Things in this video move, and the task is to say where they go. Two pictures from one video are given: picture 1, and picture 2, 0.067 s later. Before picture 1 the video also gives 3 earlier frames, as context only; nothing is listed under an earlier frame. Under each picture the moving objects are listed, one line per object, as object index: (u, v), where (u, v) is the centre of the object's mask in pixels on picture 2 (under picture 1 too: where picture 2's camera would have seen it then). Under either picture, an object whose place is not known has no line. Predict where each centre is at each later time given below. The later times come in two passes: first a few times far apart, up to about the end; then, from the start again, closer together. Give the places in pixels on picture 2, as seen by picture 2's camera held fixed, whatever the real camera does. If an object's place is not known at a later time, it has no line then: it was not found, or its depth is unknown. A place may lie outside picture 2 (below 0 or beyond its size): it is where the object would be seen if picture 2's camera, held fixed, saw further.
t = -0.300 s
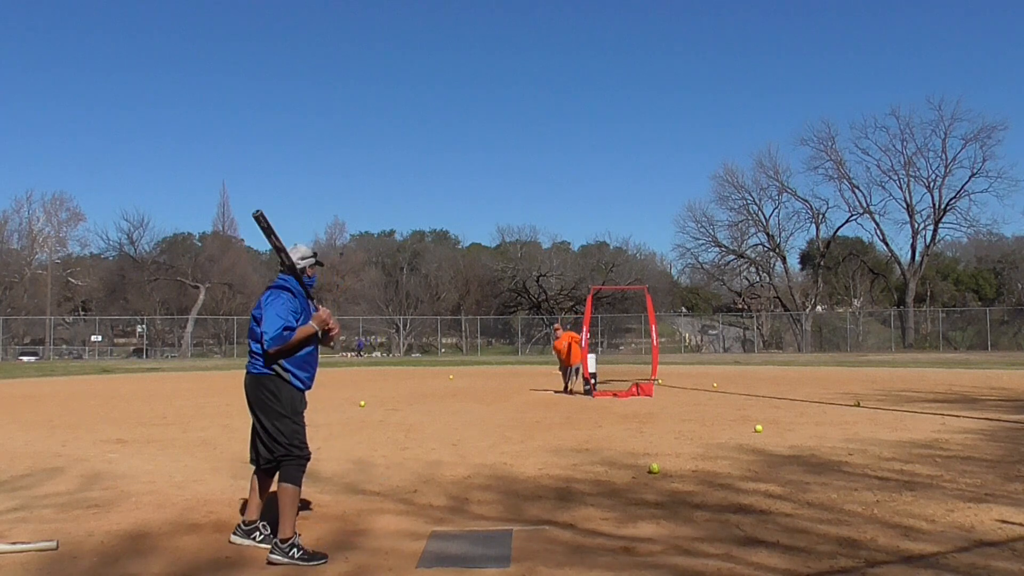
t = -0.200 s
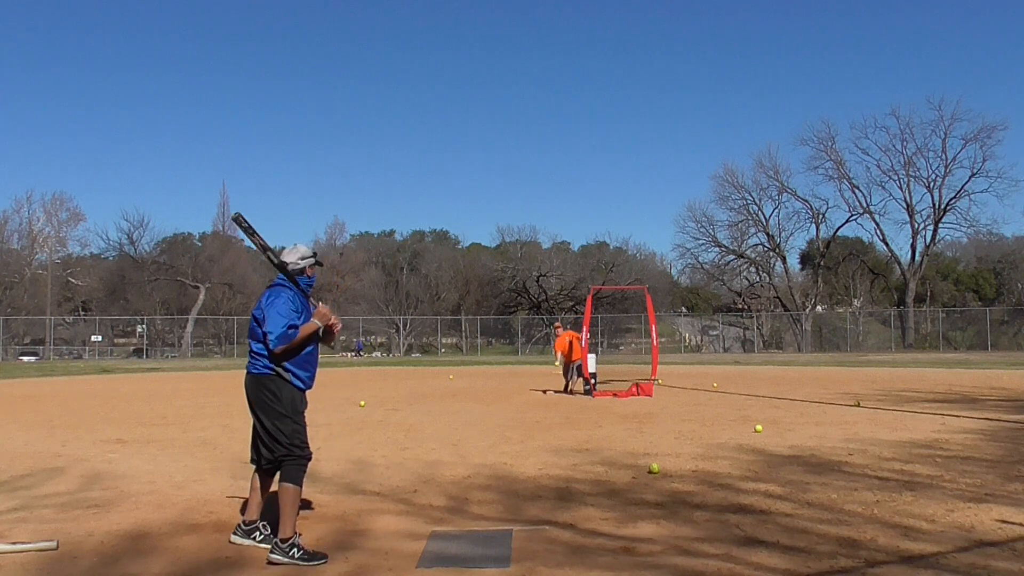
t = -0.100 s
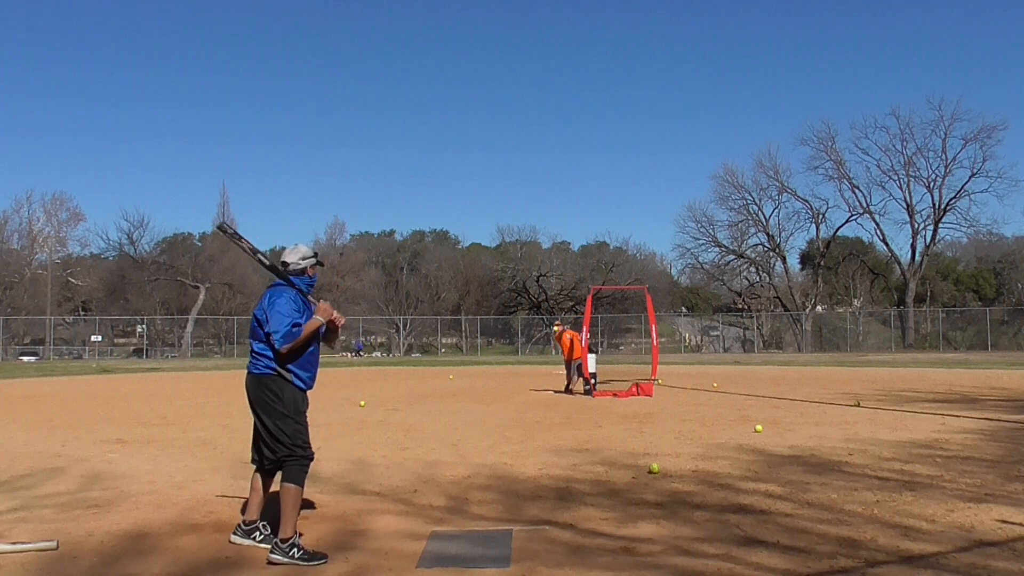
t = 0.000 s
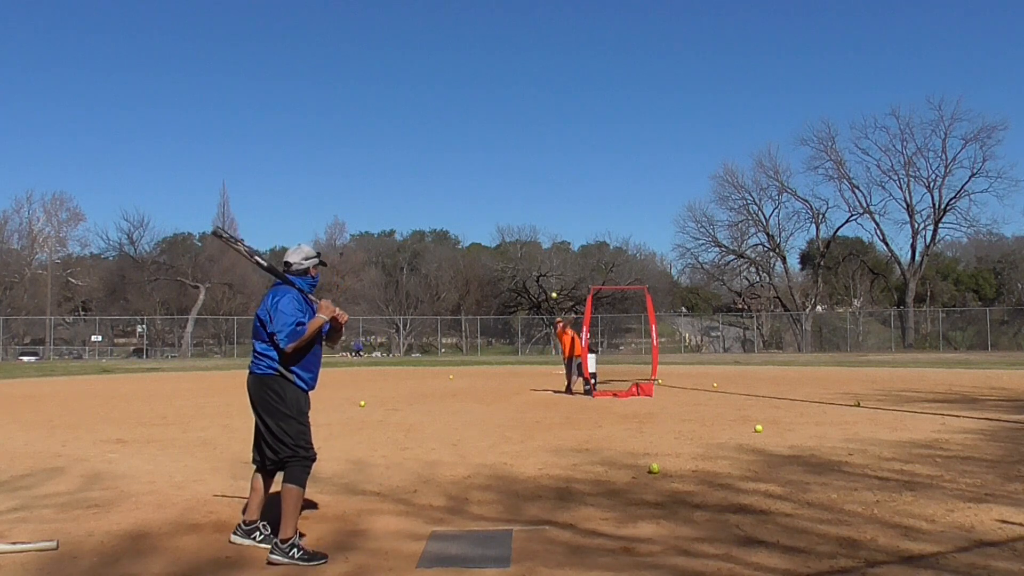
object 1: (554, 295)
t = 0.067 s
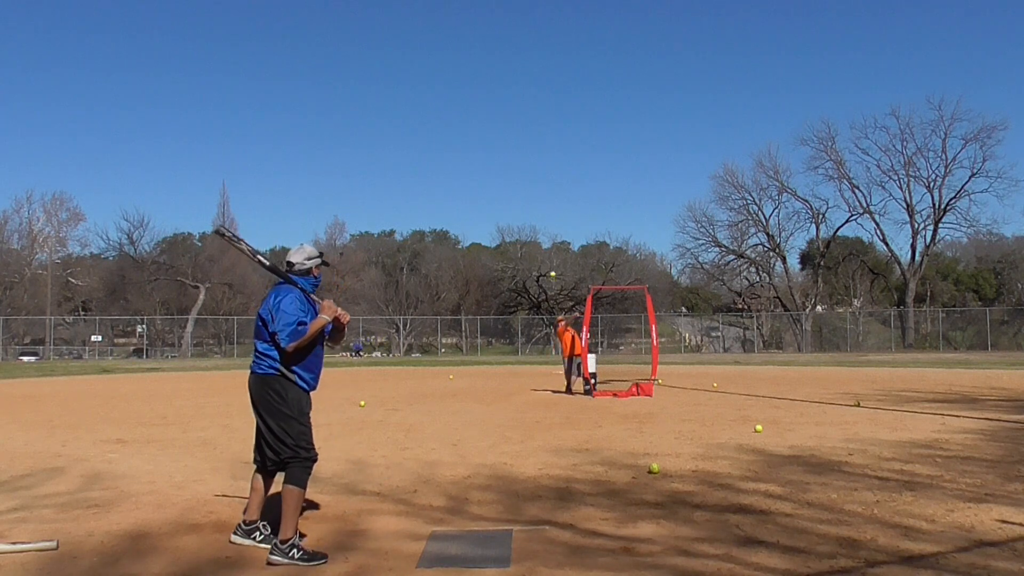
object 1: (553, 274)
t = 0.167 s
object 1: (552, 245)
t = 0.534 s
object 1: (543, 164)
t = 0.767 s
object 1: (536, 151)
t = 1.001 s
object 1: (524, 196)
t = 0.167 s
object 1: (552, 245)
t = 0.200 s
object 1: (550, 235)
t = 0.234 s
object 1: (550, 226)
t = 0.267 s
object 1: (549, 218)
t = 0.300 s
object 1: (548, 209)
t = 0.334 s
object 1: (547, 201)
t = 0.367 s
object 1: (547, 194)
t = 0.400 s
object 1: (546, 187)
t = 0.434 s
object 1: (545, 181)
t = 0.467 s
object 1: (544, 174)
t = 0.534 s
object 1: (543, 164)
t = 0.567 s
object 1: (542, 160)
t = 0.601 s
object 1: (541, 156)
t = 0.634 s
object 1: (539, 153)
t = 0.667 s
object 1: (539, 151)
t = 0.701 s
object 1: (538, 150)
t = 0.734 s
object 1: (537, 150)
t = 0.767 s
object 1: (536, 151)
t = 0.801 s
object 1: (534, 153)
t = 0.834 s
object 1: (533, 156)
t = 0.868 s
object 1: (532, 160)
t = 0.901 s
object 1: (530, 166)
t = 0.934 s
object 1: (528, 174)
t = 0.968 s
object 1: (526, 184)
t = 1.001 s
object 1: (524, 196)
